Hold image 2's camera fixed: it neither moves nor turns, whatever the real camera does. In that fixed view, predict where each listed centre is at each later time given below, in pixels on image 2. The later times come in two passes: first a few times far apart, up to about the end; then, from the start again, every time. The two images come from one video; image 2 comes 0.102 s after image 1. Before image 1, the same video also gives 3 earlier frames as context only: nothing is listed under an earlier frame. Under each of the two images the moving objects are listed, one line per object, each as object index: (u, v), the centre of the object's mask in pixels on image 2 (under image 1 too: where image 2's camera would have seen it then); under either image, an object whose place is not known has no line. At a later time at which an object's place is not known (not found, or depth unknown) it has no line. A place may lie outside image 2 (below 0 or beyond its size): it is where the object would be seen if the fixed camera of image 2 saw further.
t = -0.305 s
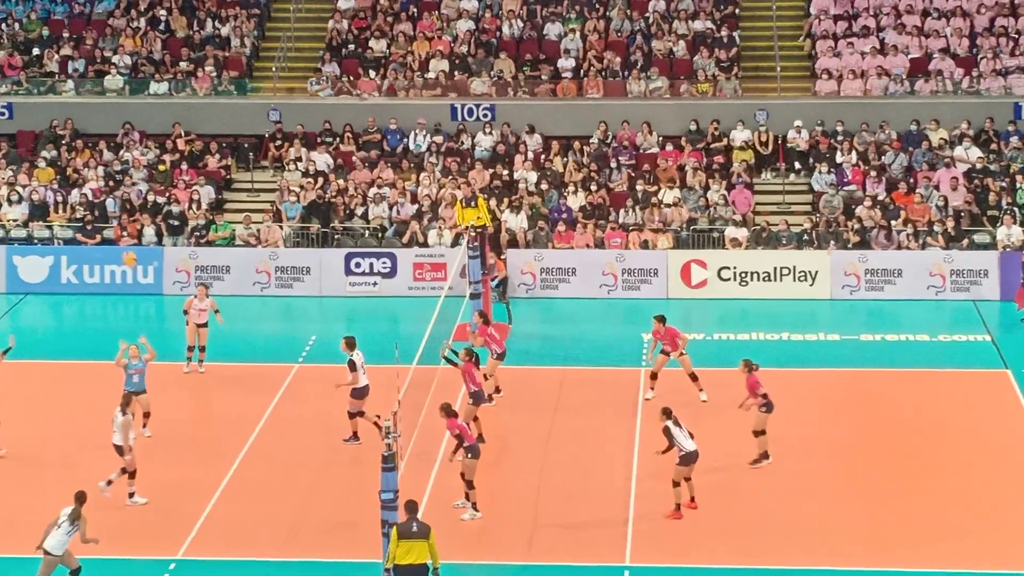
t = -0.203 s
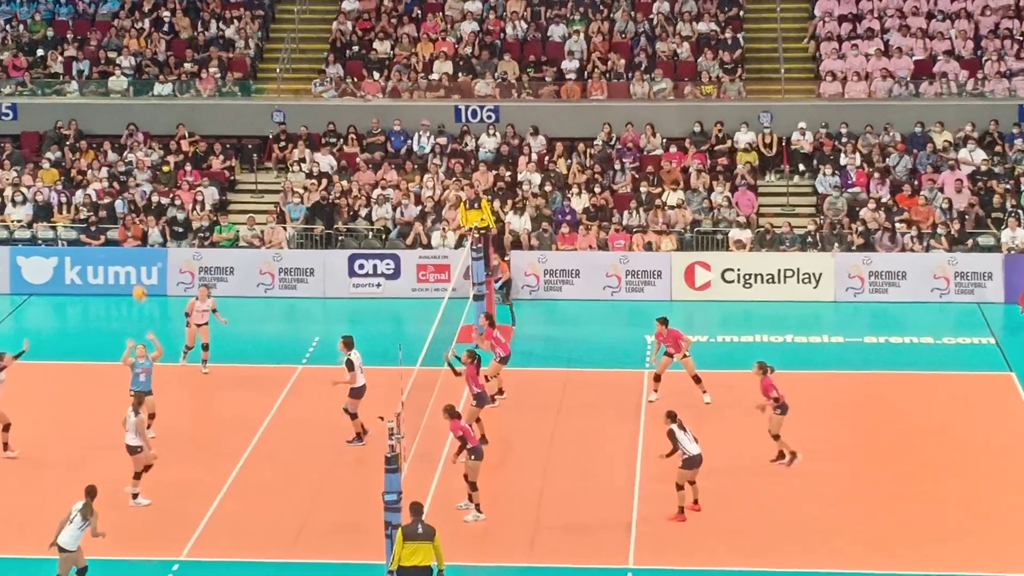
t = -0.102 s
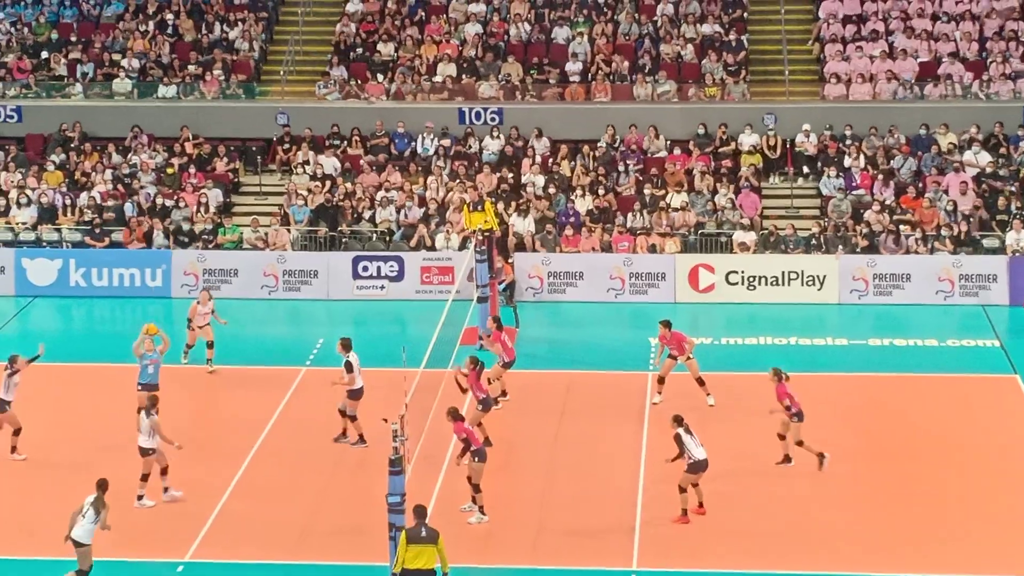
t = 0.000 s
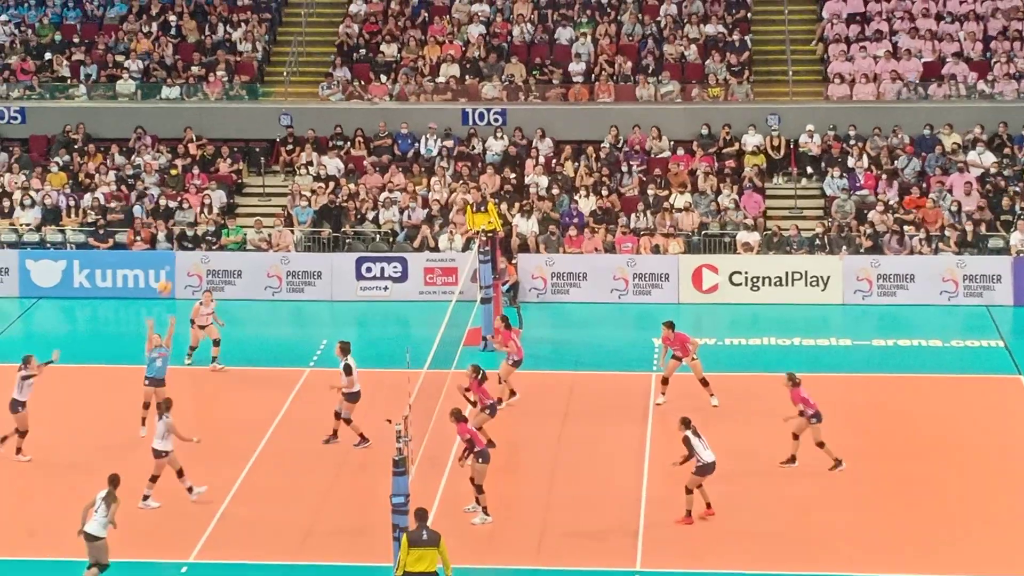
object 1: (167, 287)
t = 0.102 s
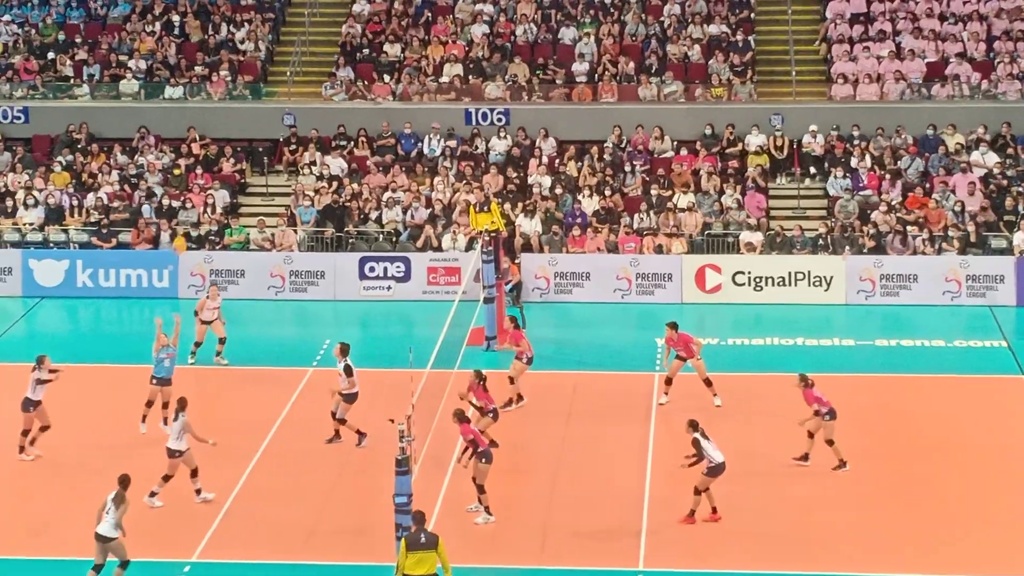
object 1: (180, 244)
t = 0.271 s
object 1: (200, 187)
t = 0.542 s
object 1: (237, 134)
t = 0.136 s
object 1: (183, 232)
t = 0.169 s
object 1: (187, 221)
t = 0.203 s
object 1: (191, 209)
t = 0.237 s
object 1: (193, 198)
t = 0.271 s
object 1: (200, 187)
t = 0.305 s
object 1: (204, 177)
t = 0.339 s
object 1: (209, 169)
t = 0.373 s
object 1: (212, 162)
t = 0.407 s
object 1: (217, 155)
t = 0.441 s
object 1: (223, 148)
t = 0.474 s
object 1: (228, 142)
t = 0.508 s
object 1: (232, 138)
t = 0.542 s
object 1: (237, 134)
